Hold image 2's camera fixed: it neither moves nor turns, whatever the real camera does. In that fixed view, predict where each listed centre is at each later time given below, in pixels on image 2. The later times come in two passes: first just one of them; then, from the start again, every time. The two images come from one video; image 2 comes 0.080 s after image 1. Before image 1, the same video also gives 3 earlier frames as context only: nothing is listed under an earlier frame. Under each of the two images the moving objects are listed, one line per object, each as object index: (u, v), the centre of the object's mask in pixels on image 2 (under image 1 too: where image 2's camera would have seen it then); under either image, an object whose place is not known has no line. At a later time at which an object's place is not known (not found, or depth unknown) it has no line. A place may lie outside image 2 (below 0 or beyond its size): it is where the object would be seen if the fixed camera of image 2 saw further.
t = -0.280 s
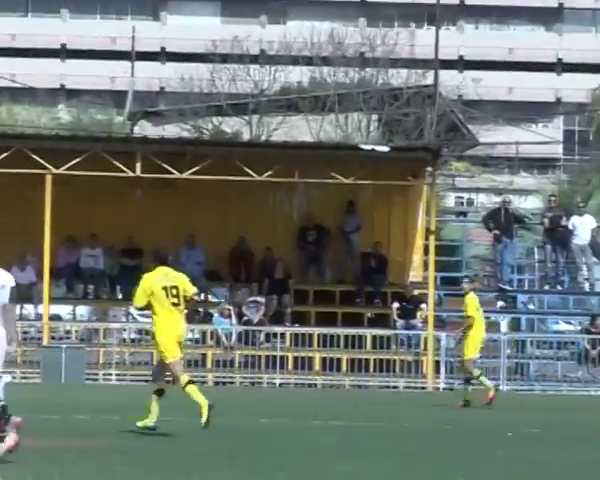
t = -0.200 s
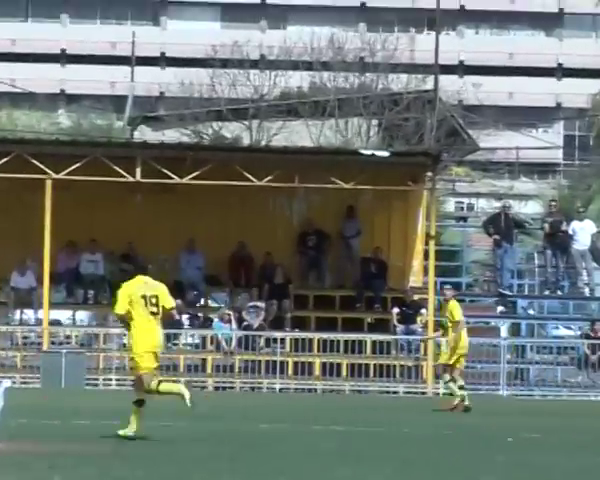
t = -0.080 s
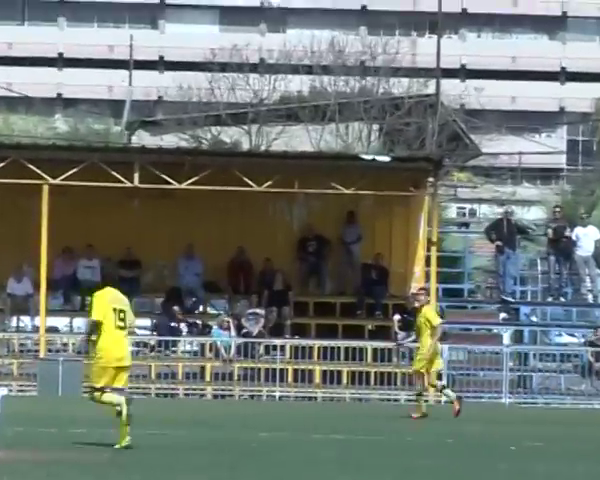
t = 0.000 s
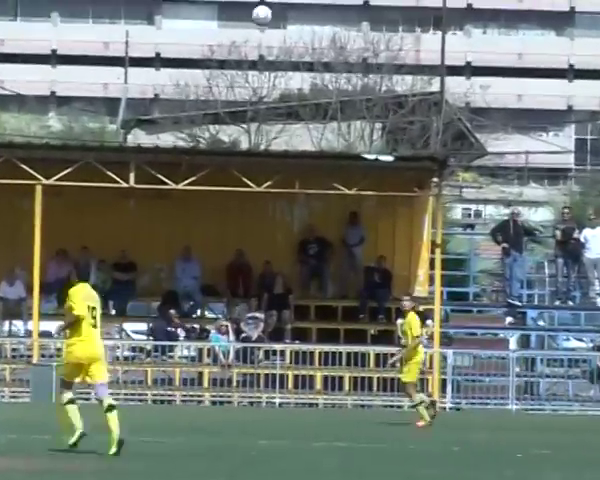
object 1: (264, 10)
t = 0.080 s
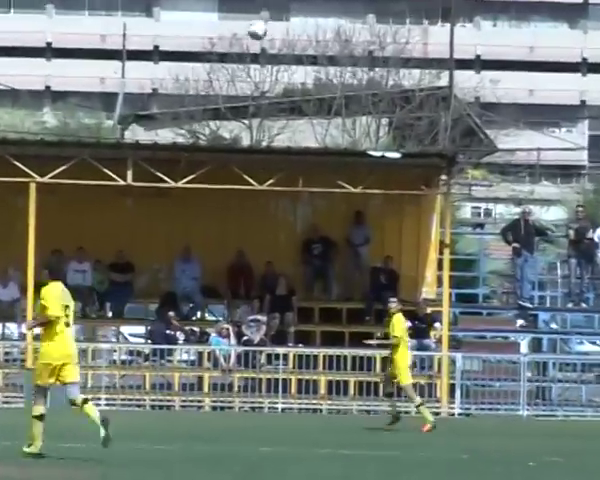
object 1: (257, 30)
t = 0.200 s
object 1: (249, 61)
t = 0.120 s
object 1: (253, 38)
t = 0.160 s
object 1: (251, 45)
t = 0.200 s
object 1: (249, 61)
